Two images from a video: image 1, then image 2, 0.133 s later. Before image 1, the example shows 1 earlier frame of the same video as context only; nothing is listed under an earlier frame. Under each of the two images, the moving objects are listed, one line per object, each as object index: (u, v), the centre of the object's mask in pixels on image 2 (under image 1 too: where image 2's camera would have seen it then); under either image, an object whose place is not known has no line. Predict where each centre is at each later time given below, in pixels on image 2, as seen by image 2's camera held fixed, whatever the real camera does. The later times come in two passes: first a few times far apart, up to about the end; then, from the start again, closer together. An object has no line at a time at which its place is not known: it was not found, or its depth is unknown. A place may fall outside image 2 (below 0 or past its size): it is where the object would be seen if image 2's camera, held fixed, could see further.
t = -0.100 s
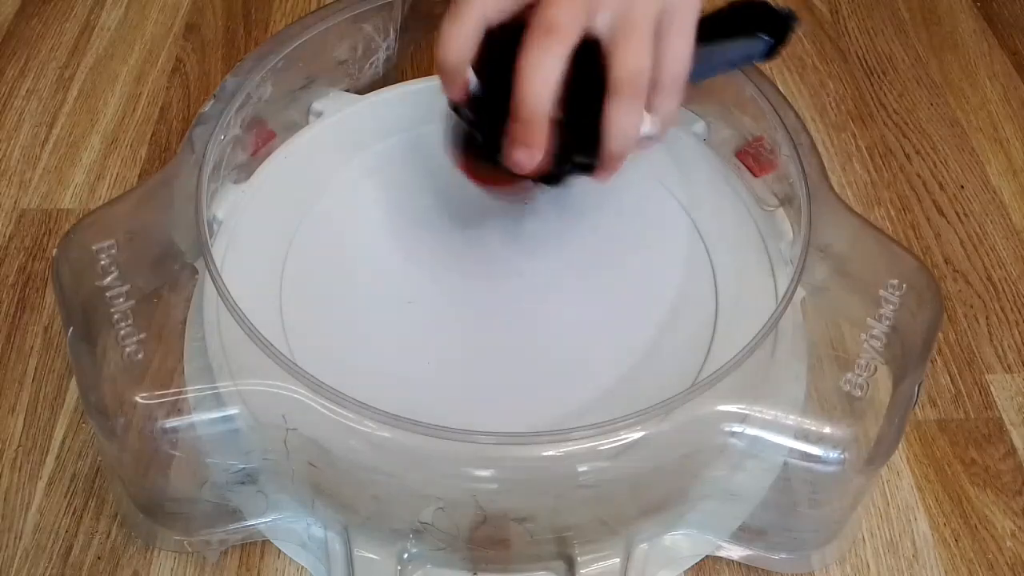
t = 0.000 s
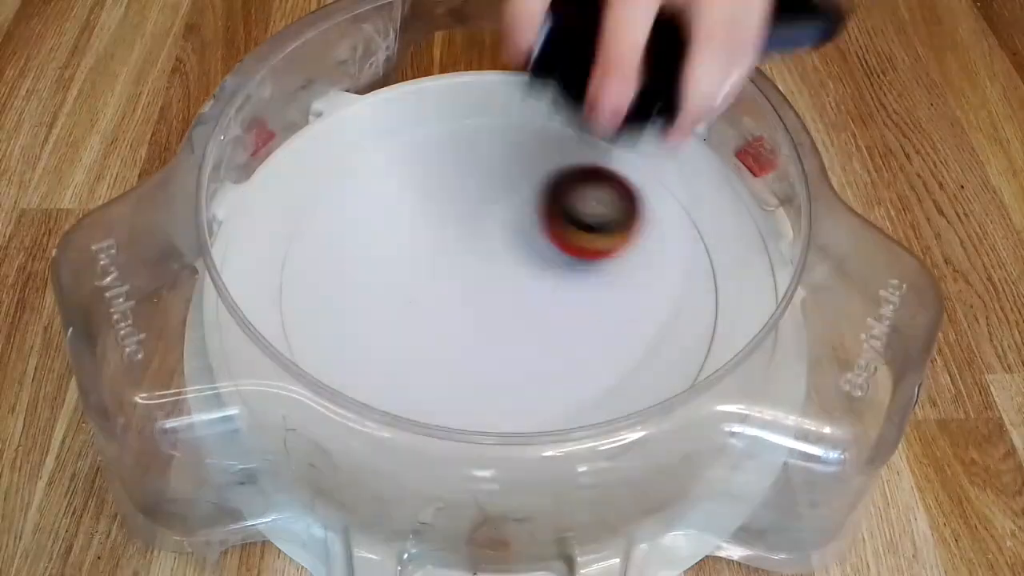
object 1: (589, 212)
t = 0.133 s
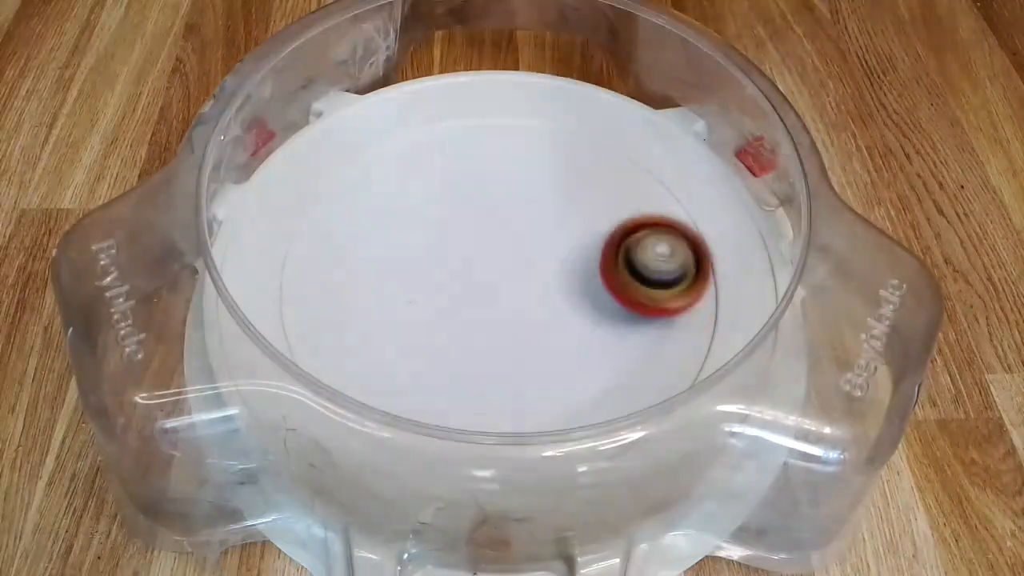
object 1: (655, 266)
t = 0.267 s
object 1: (632, 292)
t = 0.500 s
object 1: (477, 283)
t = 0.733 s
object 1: (417, 222)
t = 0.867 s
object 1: (438, 235)
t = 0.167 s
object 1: (658, 273)
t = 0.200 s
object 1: (656, 294)
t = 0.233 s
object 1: (647, 291)
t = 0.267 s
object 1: (632, 292)
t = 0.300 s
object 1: (613, 307)
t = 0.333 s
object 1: (592, 311)
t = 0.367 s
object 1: (568, 303)
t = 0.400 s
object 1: (542, 308)
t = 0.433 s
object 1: (520, 298)
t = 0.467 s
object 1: (497, 290)
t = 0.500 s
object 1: (477, 283)
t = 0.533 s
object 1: (460, 268)
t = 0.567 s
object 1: (444, 262)
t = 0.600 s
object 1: (435, 245)
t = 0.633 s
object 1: (427, 237)
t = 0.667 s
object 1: (421, 231)
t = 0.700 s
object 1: (418, 222)
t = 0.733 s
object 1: (417, 222)
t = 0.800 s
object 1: (422, 224)
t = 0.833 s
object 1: (429, 229)
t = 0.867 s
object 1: (438, 235)
